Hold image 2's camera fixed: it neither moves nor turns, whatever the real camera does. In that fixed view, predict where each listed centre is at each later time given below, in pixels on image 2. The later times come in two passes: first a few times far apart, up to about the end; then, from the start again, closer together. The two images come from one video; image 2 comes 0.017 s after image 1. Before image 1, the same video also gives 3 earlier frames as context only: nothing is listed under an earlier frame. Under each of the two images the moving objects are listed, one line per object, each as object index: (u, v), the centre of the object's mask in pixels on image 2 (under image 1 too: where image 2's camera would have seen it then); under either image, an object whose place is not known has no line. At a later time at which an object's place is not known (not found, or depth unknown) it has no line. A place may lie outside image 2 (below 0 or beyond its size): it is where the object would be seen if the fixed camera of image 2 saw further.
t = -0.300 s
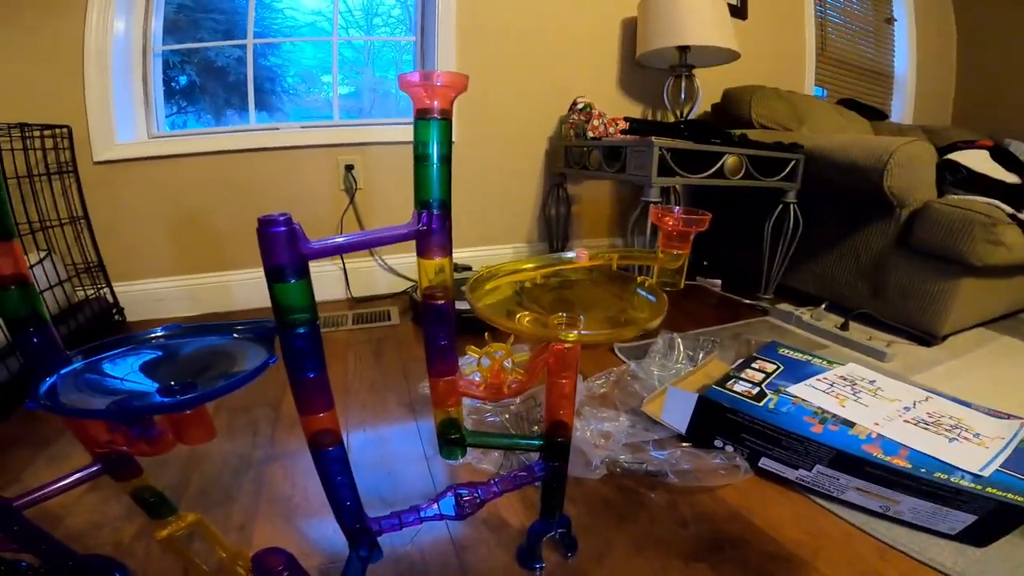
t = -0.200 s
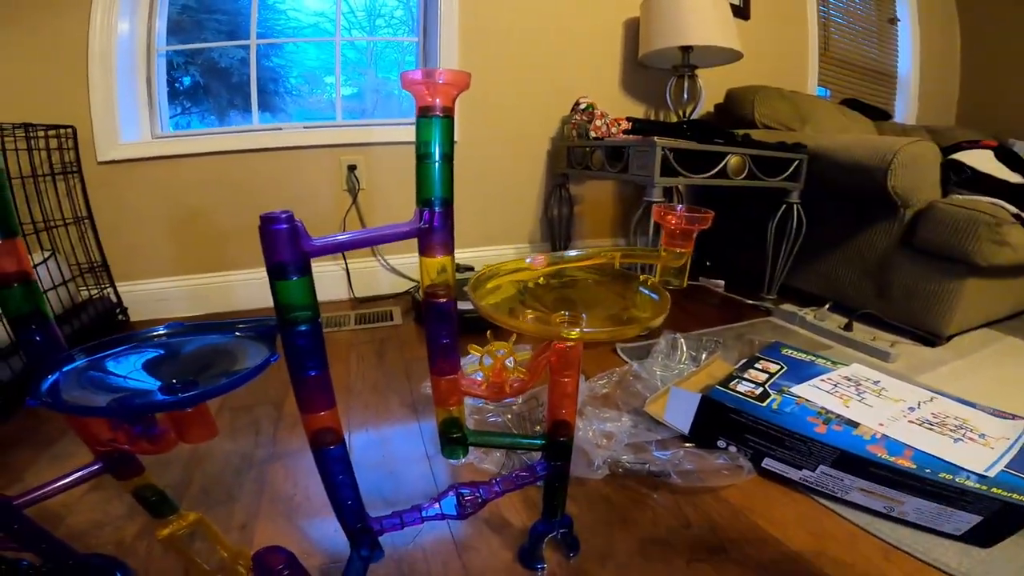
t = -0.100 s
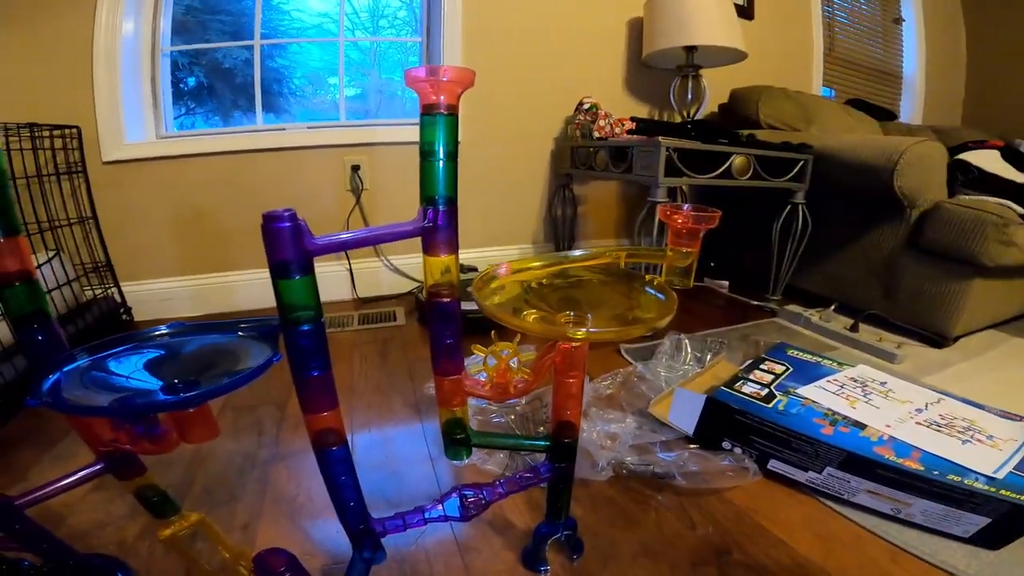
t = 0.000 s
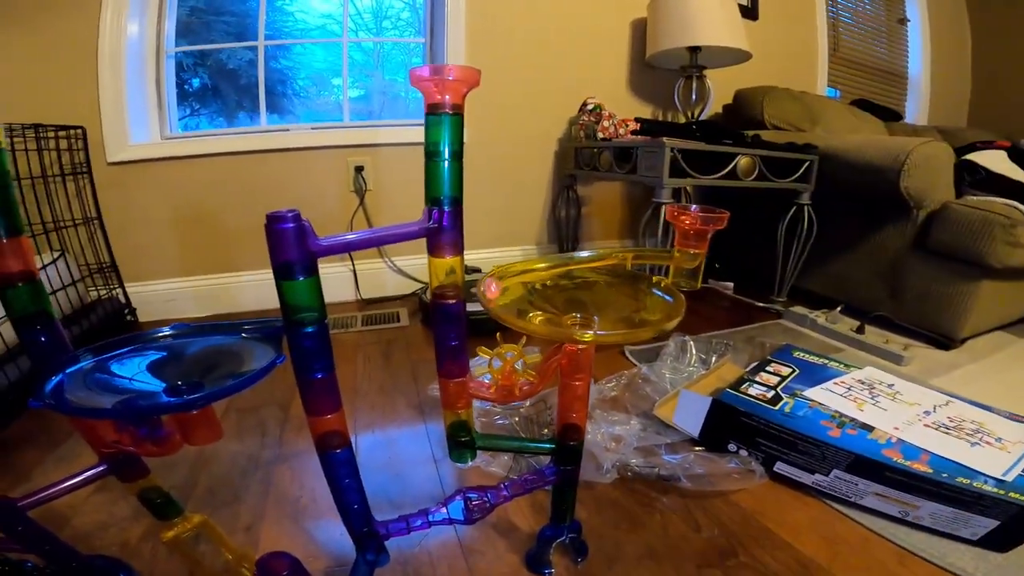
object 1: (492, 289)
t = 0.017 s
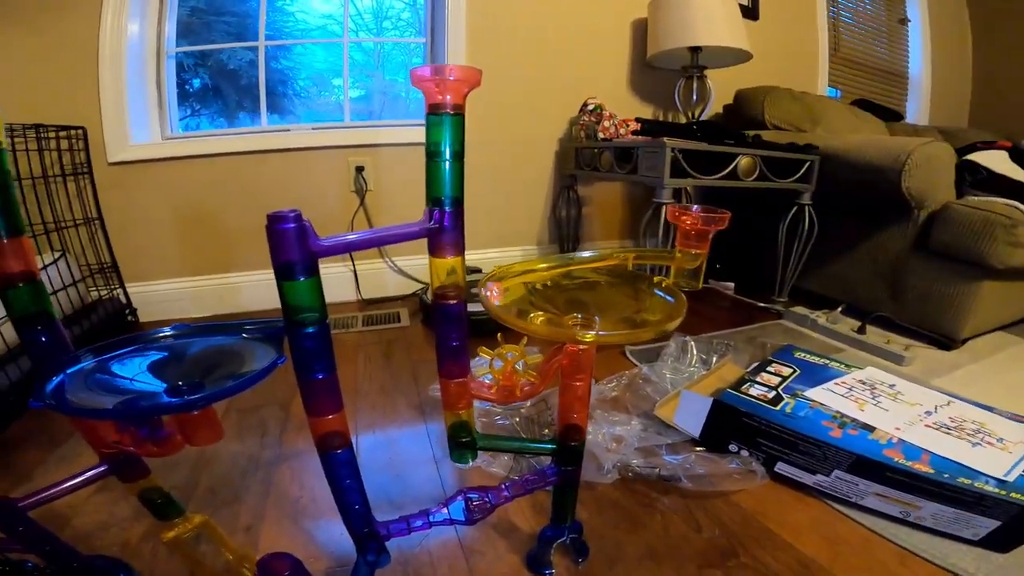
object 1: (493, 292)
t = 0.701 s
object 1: (560, 269)
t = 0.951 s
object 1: (492, 292)
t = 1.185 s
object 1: (557, 325)
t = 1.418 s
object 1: (670, 313)
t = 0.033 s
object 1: (493, 297)
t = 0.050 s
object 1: (497, 300)
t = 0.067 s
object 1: (502, 304)
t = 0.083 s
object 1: (506, 307)
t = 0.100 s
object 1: (515, 310)
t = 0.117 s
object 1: (524, 313)
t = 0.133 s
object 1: (533, 315)
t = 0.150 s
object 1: (545, 318)
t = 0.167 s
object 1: (555, 321)
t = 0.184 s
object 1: (569, 323)
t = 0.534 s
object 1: (634, 278)
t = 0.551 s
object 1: (626, 277)
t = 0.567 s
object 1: (619, 275)
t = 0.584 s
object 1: (612, 274)
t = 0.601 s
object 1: (605, 273)
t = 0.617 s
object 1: (597, 271)
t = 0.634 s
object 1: (588, 270)
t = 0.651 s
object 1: (582, 271)
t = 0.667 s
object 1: (573, 270)
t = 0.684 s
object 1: (567, 269)
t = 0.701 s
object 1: (560, 269)
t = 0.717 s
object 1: (554, 269)
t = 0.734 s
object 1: (547, 270)
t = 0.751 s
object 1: (540, 271)
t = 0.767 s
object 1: (534, 272)
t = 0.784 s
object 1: (527, 272)
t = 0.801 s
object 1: (524, 275)
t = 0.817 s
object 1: (518, 275)
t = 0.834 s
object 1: (513, 277)
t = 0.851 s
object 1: (508, 279)
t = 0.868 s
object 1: (503, 281)
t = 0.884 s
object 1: (500, 283)
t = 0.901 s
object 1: (498, 286)
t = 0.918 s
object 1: (497, 289)
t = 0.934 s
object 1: (493, 290)
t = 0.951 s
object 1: (492, 292)
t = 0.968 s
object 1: (491, 295)
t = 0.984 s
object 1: (491, 298)
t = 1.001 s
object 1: (492, 300)
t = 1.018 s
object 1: (495, 303)
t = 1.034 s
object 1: (497, 305)
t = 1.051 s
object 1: (500, 307)
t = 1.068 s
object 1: (506, 310)
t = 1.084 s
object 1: (511, 313)
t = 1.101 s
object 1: (516, 315)
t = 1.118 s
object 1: (523, 317)
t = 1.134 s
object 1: (531, 320)
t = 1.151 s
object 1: (539, 321)
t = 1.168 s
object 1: (548, 324)
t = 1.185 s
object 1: (557, 325)
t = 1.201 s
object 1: (569, 327)
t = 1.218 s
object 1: (580, 328)
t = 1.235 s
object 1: (589, 328)
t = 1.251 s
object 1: (600, 328)
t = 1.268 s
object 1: (610, 328)
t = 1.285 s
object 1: (619, 327)
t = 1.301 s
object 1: (630, 326)
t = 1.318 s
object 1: (638, 326)
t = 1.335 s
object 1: (646, 324)
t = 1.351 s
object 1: (652, 323)
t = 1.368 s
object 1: (657, 320)
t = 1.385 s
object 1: (663, 317)
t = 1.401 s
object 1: (668, 315)
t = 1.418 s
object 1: (670, 313)
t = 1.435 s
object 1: (672, 311)
